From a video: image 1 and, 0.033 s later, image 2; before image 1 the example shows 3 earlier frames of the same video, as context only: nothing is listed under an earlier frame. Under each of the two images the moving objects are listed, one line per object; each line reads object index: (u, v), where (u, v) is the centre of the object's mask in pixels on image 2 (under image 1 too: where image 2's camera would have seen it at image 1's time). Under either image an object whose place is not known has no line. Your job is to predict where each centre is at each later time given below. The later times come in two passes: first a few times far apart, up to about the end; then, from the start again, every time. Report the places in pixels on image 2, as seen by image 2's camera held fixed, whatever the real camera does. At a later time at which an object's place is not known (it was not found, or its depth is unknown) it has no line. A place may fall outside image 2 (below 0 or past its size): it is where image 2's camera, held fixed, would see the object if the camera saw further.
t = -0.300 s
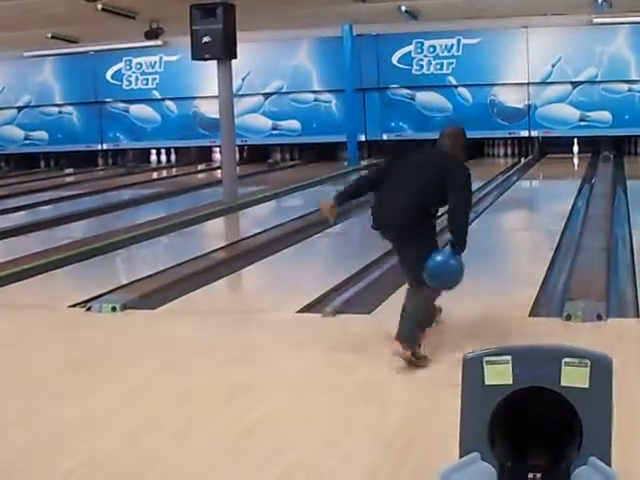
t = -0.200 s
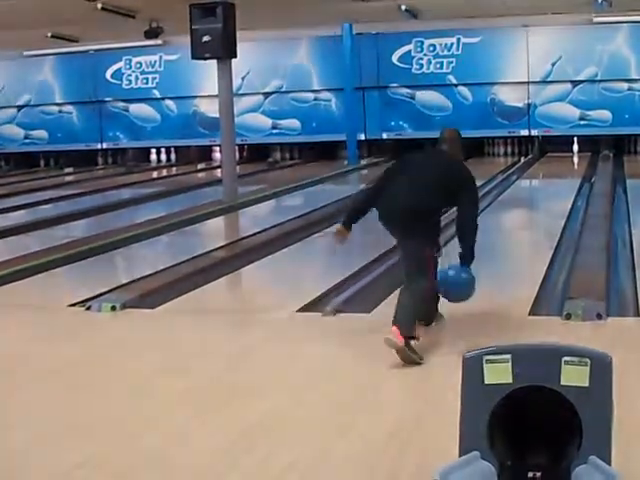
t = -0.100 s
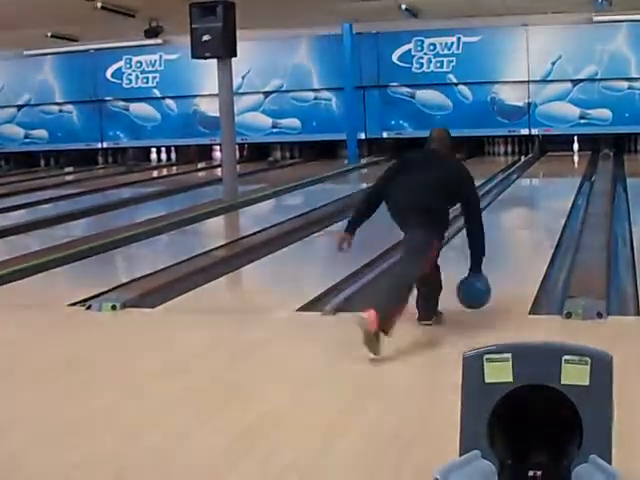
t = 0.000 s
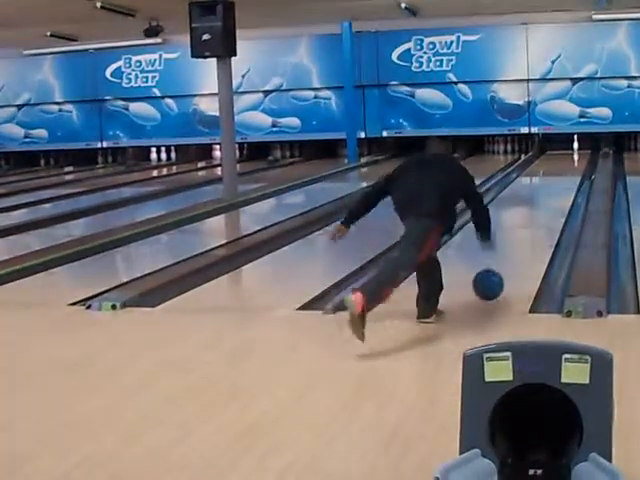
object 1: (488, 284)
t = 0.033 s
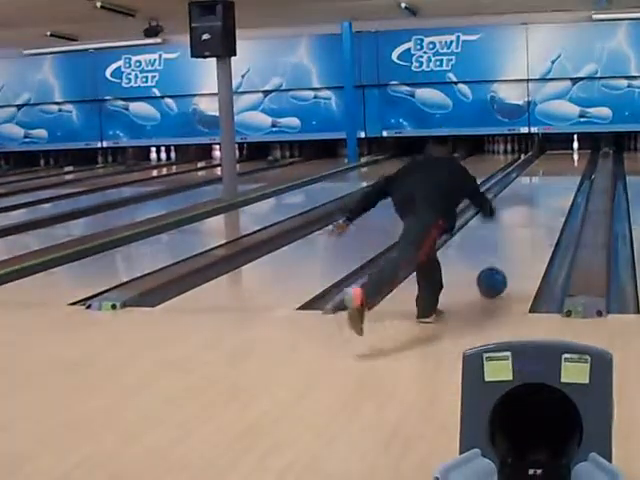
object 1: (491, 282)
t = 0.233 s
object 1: (510, 253)
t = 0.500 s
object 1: (527, 225)
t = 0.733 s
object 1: (537, 208)
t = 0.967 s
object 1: (546, 194)
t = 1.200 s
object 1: (552, 184)
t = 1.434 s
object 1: (558, 174)
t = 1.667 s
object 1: (563, 166)
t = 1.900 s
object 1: (566, 162)
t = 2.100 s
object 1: (568, 159)
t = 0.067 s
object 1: (495, 275)
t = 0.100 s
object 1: (498, 271)
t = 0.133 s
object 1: (501, 266)
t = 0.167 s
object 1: (504, 261)
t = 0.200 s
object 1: (507, 257)
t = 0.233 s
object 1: (510, 253)
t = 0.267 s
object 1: (512, 248)
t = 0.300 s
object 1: (515, 245)
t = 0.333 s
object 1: (517, 241)
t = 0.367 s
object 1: (519, 238)
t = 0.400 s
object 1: (521, 235)
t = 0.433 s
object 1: (523, 231)
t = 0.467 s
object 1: (525, 228)
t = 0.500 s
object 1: (527, 225)
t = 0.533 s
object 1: (529, 222)
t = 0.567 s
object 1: (531, 220)
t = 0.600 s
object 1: (532, 217)
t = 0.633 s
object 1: (534, 214)
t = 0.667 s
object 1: (535, 212)
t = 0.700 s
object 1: (536, 210)
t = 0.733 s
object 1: (537, 208)
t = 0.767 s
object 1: (539, 206)
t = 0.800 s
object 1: (540, 203)
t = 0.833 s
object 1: (541, 202)
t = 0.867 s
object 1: (543, 200)
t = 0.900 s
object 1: (544, 198)
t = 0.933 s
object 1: (545, 196)
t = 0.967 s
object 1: (546, 194)
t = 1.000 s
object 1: (547, 193)
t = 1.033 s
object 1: (548, 191)
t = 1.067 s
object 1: (549, 190)
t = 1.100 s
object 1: (550, 188)
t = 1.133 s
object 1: (550, 187)
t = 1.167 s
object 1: (551, 186)
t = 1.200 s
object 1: (552, 184)
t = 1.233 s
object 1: (553, 183)
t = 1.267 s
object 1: (554, 181)
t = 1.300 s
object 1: (555, 180)
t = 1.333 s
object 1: (556, 179)
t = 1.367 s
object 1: (556, 178)
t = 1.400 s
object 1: (557, 176)
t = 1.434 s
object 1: (558, 174)
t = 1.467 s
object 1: (559, 174)
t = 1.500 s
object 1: (560, 172)
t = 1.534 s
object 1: (560, 172)
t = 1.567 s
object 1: (561, 171)
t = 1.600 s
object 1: (561, 171)
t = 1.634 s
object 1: (563, 167)
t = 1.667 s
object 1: (563, 166)
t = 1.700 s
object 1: (564, 167)
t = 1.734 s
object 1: (565, 164)
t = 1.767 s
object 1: (564, 164)
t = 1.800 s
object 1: (566, 163)
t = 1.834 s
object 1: (566, 162)
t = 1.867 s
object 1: (566, 162)
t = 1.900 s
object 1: (566, 162)
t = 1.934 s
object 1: (567, 161)
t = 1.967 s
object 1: (567, 161)
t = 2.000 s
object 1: (567, 161)
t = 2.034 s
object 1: (568, 159)
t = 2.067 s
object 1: (568, 159)
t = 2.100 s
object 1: (568, 159)
